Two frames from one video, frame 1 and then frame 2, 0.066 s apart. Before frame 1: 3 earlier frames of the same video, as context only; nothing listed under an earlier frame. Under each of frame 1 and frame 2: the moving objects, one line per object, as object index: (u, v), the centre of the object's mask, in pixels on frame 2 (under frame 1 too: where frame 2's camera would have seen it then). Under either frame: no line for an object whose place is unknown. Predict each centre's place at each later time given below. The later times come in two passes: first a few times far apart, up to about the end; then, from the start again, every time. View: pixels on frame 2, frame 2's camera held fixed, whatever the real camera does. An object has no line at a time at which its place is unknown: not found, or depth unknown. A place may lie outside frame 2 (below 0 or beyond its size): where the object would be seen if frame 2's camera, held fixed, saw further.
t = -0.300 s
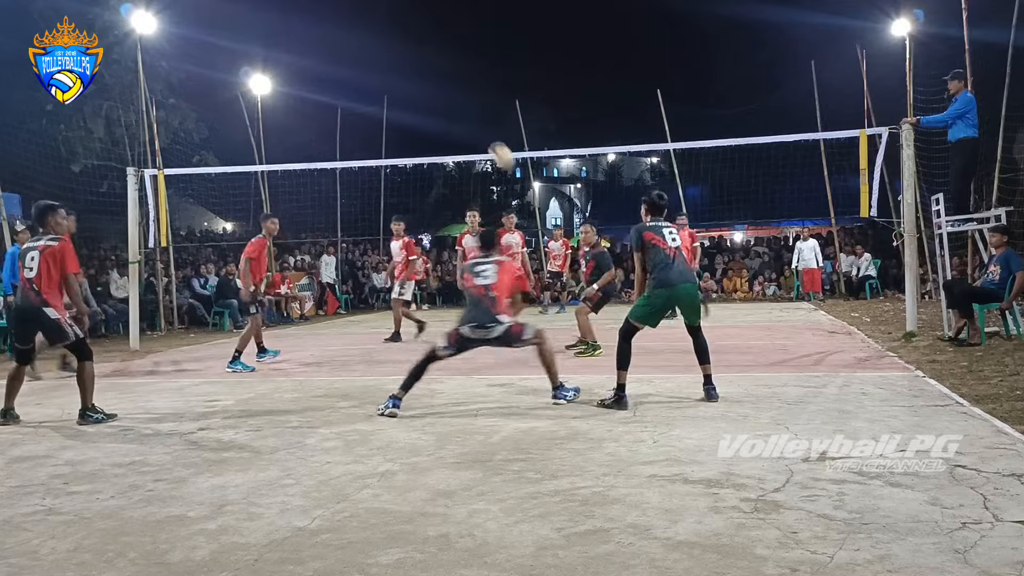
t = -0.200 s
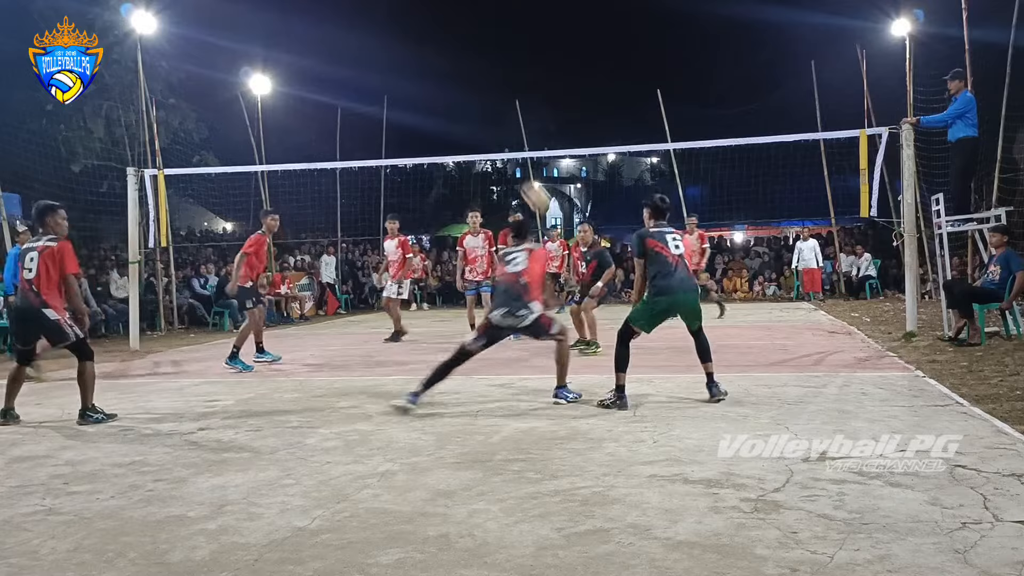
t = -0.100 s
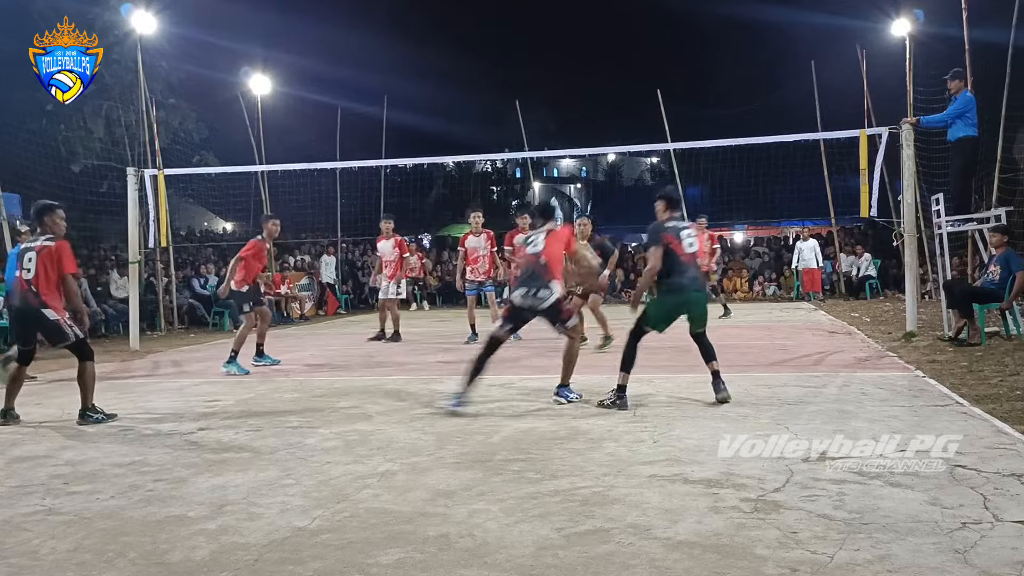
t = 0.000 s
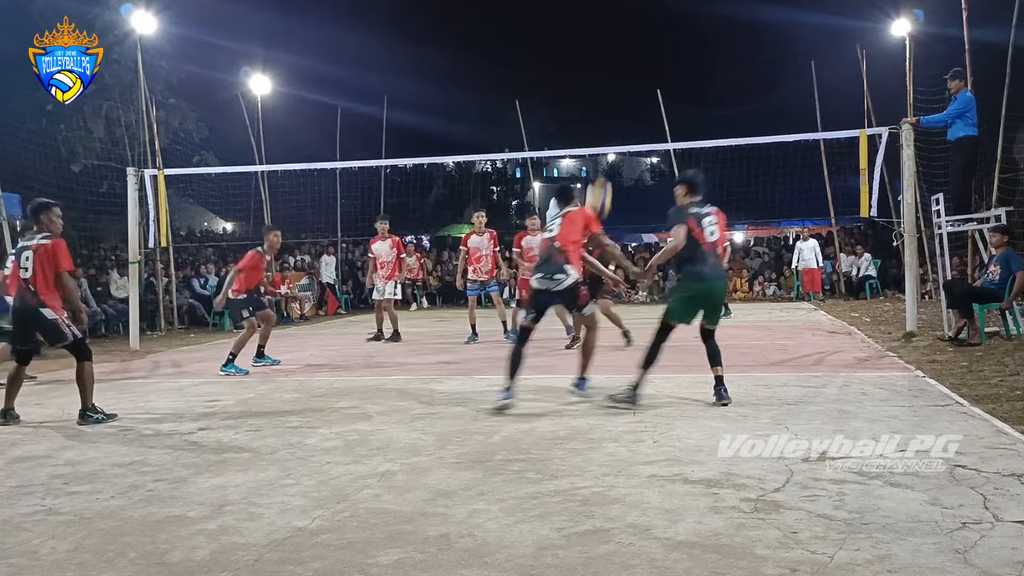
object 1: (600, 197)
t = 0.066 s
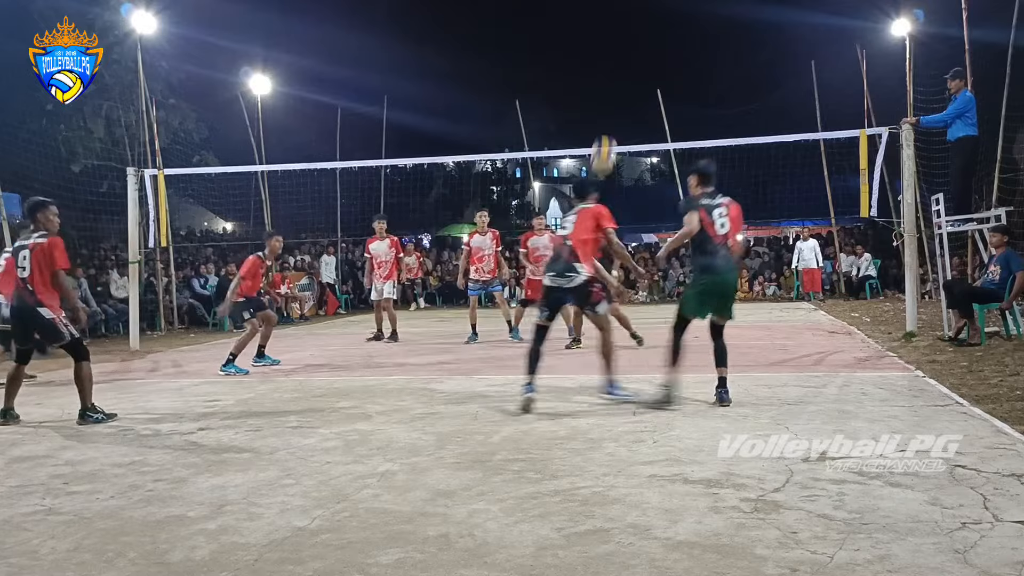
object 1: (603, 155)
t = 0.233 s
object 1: (615, 76)
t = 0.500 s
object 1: (631, 26)
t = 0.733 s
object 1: (644, 44)
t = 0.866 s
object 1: (651, 75)
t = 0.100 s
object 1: (606, 132)
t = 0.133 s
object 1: (608, 119)
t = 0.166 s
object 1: (611, 103)
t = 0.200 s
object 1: (613, 89)
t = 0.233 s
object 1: (615, 76)
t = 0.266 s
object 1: (617, 66)
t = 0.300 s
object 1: (619, 56)
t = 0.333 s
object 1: (621, 47)
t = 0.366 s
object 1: (623, 41)
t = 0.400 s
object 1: (625, 35)
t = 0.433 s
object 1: (627, 31)
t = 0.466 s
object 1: (629, 28)
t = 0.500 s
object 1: (631, 26)
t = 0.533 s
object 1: (633, 26)
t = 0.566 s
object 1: (635, 26)
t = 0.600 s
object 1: (637, 28)
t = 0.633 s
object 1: (639, 30)
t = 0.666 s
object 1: (640, 34)
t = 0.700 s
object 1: (642, 39)
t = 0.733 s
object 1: (644, 44)
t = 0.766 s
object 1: (646, 51)
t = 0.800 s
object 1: (647, 58)
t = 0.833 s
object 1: (649, 66)
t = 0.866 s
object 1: (651, 75)
